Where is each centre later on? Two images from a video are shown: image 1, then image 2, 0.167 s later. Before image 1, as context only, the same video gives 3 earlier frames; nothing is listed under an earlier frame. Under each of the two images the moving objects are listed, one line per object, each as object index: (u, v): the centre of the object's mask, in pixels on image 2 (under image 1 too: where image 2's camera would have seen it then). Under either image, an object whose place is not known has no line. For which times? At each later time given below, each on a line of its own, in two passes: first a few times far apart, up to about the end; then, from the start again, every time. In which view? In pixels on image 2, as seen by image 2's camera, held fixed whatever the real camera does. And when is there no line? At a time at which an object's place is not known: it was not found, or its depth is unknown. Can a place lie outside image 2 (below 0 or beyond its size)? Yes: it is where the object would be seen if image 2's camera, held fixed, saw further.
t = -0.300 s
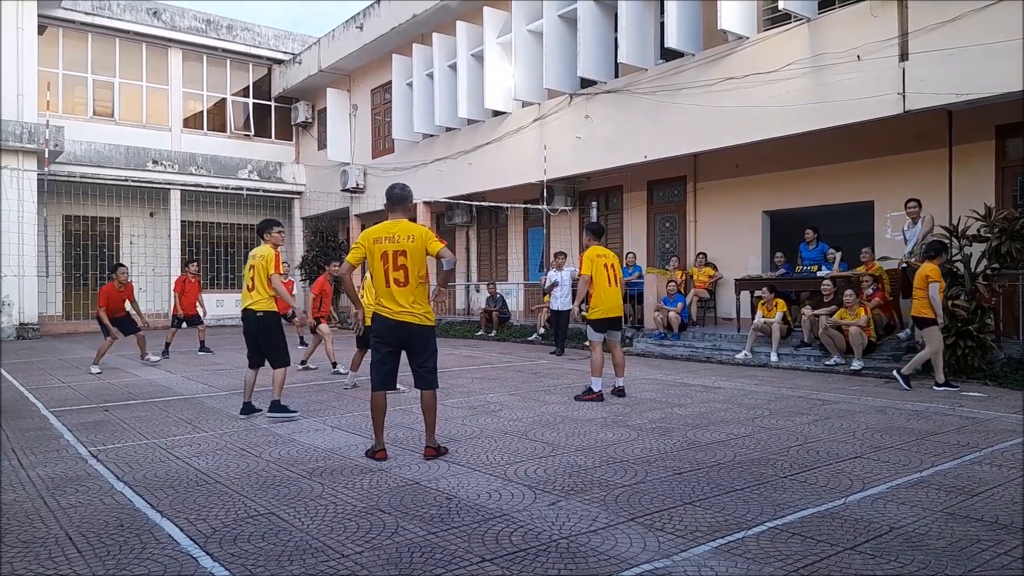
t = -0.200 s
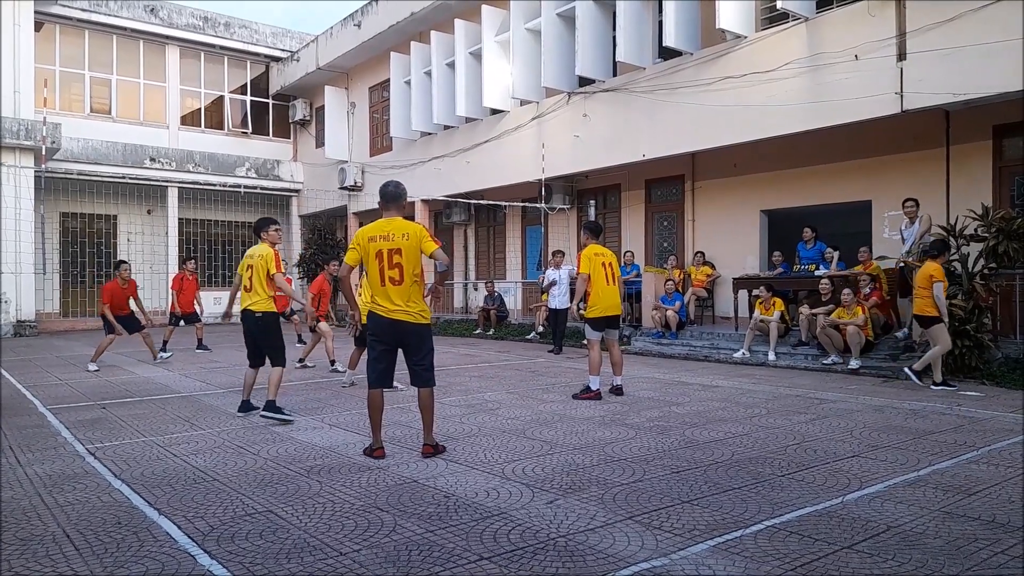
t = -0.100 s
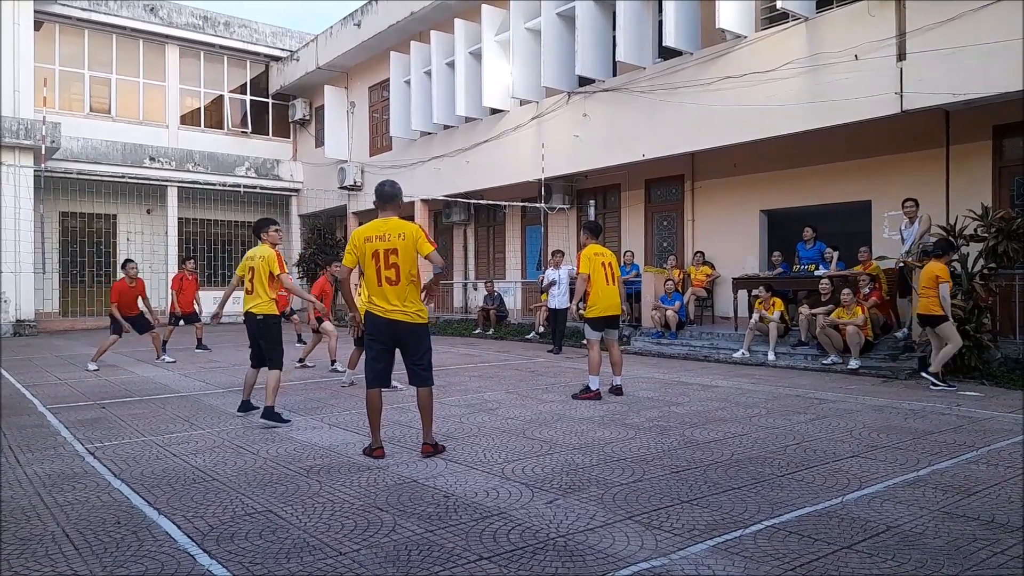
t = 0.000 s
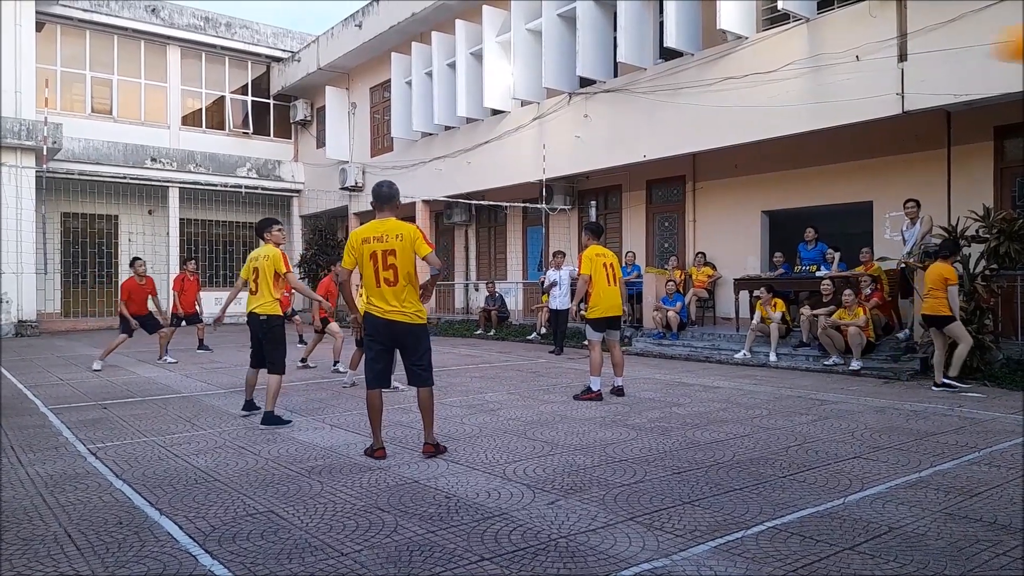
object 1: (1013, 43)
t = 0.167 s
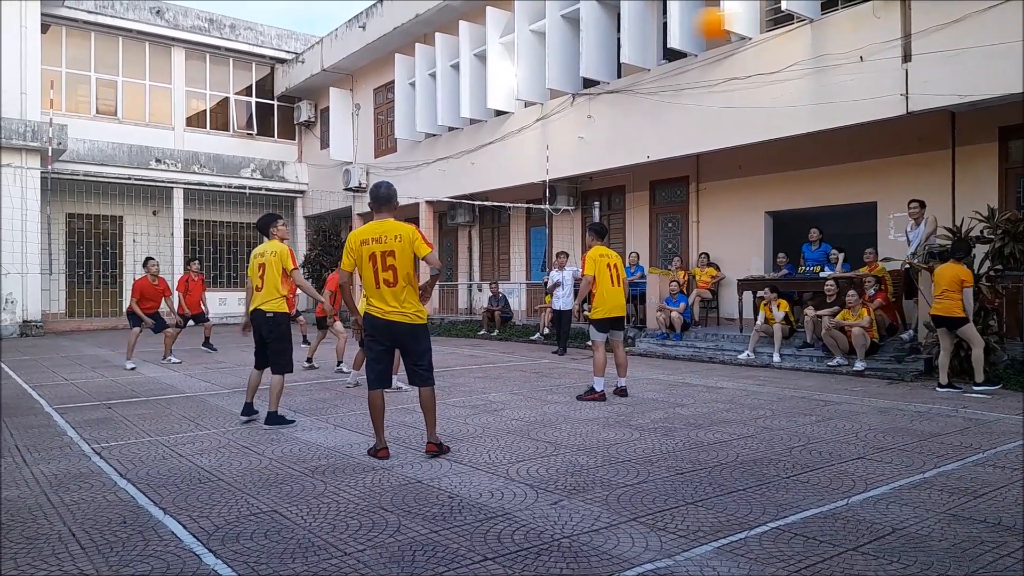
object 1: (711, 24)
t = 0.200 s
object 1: (671, 23)
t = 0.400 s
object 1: (463, 61)
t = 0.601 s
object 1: (333, 120)
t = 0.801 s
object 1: (251, 191)
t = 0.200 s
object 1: (671, 23)
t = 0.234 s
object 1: (627, 28)
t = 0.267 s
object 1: (592, 32)
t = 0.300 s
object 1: (555, 39)
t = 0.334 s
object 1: (521, 47)
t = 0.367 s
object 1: (489, 53)
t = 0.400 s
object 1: (463, 61)
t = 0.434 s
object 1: (437, 69)
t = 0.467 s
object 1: (413, 78)
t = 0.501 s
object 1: (390, 89)
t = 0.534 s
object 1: (373, 97)
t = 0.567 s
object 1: (352, 109)
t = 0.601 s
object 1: (333, 120)
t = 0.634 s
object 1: (318, 129)
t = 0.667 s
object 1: (304, 140)
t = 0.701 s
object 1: (290, 153)
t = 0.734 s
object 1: (276, 166)
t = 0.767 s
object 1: (265, 176)
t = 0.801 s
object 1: (251, 191)
